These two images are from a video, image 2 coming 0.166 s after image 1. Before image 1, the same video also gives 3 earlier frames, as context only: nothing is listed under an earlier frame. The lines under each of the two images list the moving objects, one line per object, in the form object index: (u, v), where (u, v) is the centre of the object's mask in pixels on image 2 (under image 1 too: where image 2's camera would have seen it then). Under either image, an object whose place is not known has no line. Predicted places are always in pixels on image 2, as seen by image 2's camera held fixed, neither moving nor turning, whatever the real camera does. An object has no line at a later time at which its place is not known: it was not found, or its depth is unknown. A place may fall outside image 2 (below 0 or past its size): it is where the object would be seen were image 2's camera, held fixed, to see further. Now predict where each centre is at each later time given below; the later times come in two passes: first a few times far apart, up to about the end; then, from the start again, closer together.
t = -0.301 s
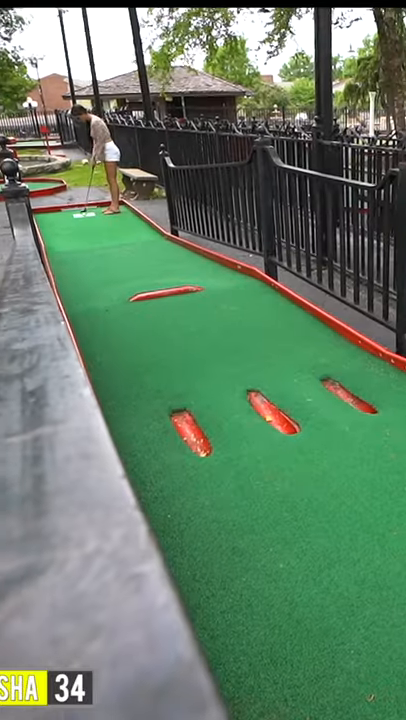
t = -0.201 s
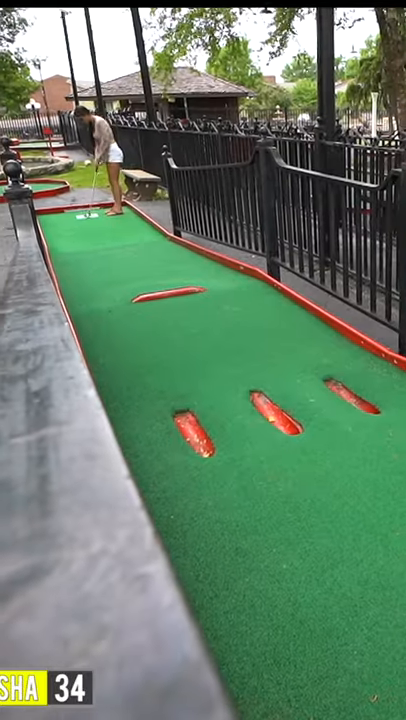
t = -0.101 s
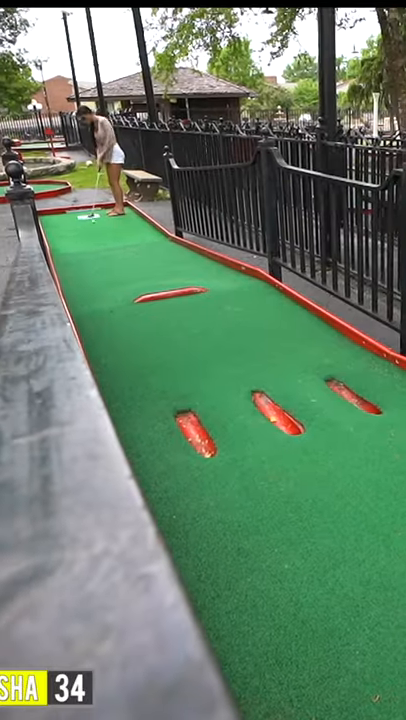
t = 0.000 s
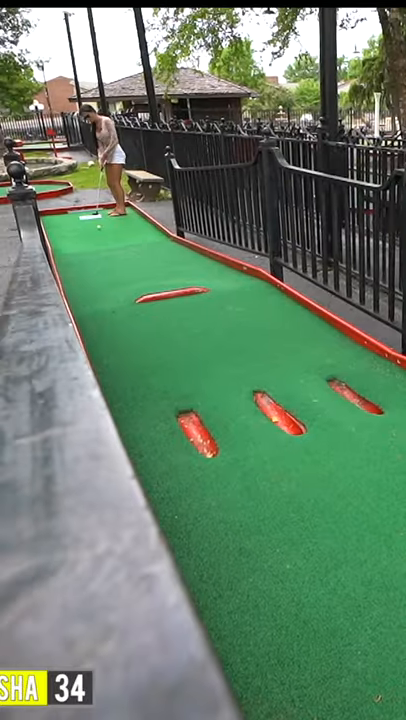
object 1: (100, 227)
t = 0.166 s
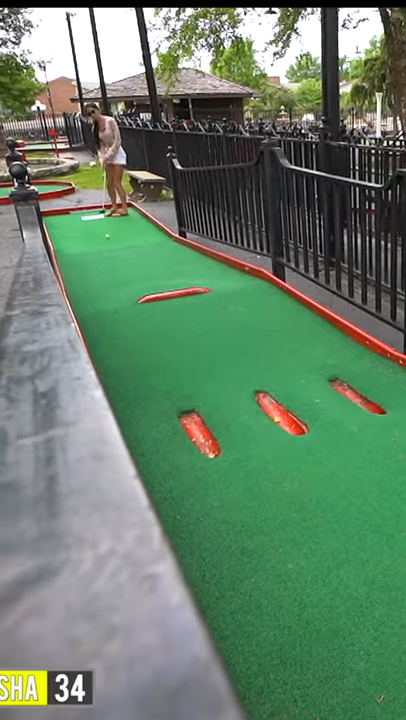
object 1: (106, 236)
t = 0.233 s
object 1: (109, 239)
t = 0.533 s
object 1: (121, 252)
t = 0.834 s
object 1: (135, 263)
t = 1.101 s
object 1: (149, 273)
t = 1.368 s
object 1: (164, 279)
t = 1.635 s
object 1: (182, 298)
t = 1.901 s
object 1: (205, 324)
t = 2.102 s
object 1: (226, 350)
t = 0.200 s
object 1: (107, 237)
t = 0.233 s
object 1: (109, 239)
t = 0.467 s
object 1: (118, 250)
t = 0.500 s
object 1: (119, 251)
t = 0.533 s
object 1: (121, 252)
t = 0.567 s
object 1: (122, 253)
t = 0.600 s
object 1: (123, 254)
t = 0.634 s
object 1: (125, 255)
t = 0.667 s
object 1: (126, 257)
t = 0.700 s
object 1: (128, 258)
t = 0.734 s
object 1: (129, 259)
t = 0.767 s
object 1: (131, 260)
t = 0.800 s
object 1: (133, 262)
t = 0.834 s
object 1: (135, 263)
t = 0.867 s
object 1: (136, 264)
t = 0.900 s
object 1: (138, 265)
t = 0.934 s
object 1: (139, 267)
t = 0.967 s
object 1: (141, 268)
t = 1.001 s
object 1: (143, 269)
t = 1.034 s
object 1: (145, 270)
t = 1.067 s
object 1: (146, 272)
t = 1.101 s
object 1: (149, 273)
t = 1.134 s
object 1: (151, 275)
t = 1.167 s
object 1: (152, 276)
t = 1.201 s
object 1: (155, 278)
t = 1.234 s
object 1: (156, 278)
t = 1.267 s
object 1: (158, 278)
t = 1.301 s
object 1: (160, 278)
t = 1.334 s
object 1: (162, 278)
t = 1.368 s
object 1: (164, 279)
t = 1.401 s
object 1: (166, 280)
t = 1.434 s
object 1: (168, 281)
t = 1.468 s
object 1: (170, 282)
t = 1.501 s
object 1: (173, 283)
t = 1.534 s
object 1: (174, 285)
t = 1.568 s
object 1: (177, 289)
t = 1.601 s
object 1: (179, 294)
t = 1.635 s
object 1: (182, 298)
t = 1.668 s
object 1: (185, 299)
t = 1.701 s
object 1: (187, 302)
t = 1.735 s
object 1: (190, 306)
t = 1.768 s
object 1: (193, 311)
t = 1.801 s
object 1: (195, 313)
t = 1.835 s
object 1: (198, 316)
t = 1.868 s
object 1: (202, 321)
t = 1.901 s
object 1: (205, 324)
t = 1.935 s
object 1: (208, 328)
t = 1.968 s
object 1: (211, 332)
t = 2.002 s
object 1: (215, 336)
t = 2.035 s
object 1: (218, 340)
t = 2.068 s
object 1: (222, 345)
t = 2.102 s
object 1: (226, 350)
